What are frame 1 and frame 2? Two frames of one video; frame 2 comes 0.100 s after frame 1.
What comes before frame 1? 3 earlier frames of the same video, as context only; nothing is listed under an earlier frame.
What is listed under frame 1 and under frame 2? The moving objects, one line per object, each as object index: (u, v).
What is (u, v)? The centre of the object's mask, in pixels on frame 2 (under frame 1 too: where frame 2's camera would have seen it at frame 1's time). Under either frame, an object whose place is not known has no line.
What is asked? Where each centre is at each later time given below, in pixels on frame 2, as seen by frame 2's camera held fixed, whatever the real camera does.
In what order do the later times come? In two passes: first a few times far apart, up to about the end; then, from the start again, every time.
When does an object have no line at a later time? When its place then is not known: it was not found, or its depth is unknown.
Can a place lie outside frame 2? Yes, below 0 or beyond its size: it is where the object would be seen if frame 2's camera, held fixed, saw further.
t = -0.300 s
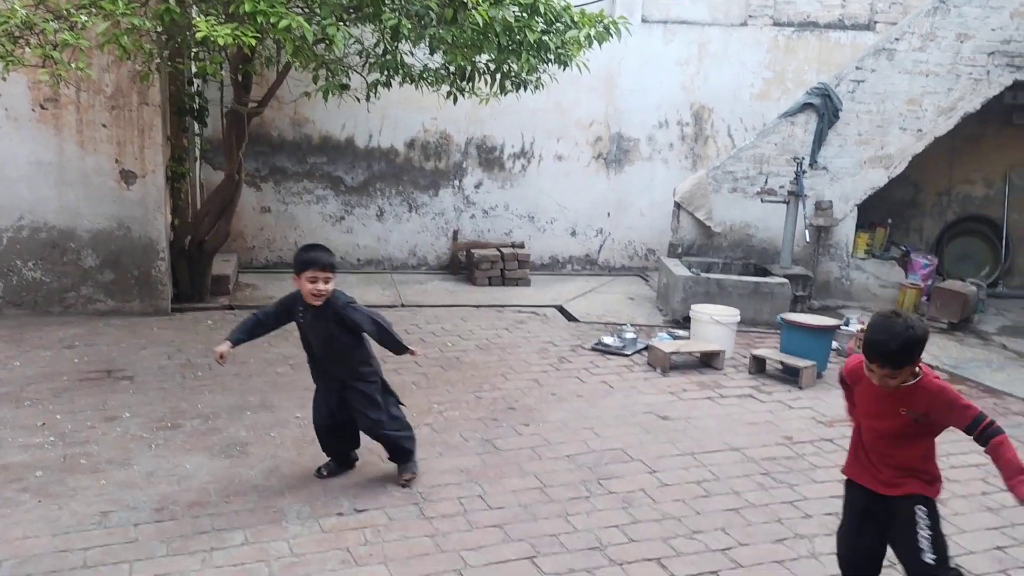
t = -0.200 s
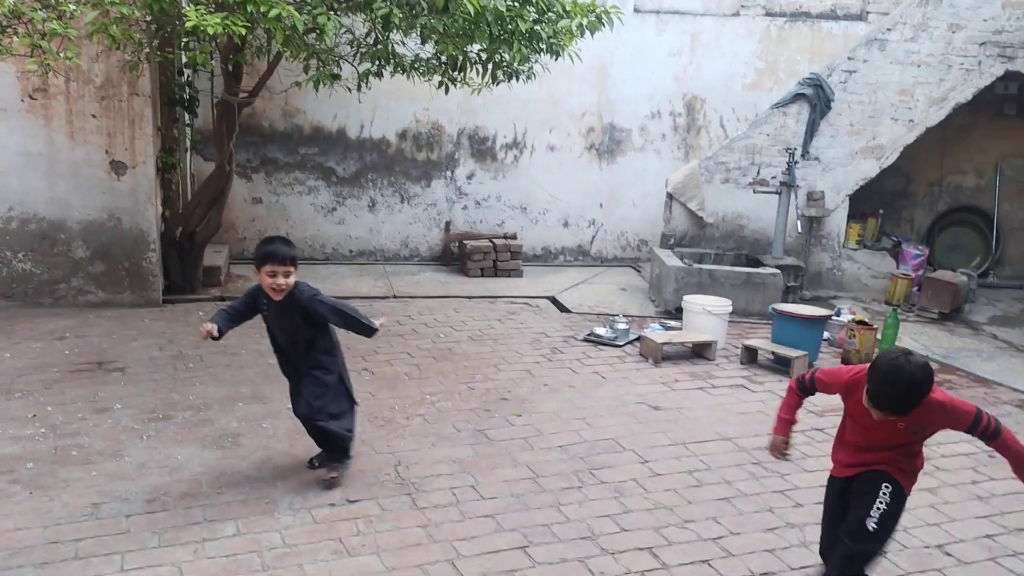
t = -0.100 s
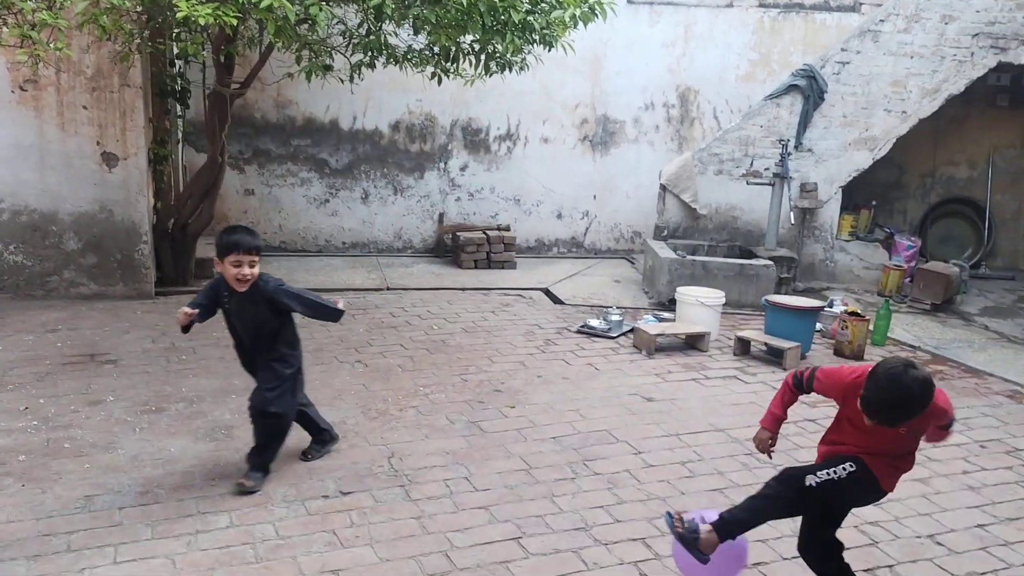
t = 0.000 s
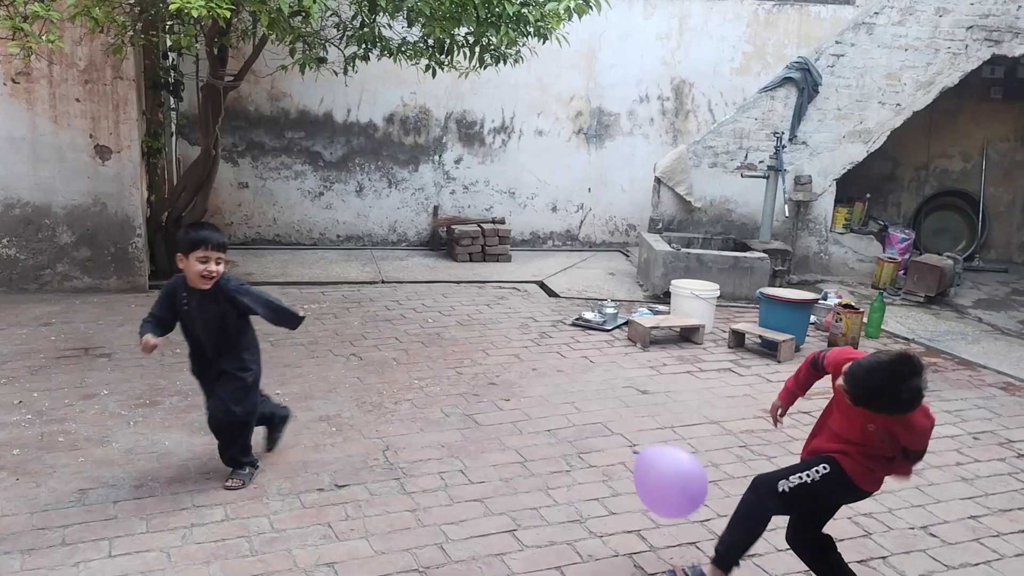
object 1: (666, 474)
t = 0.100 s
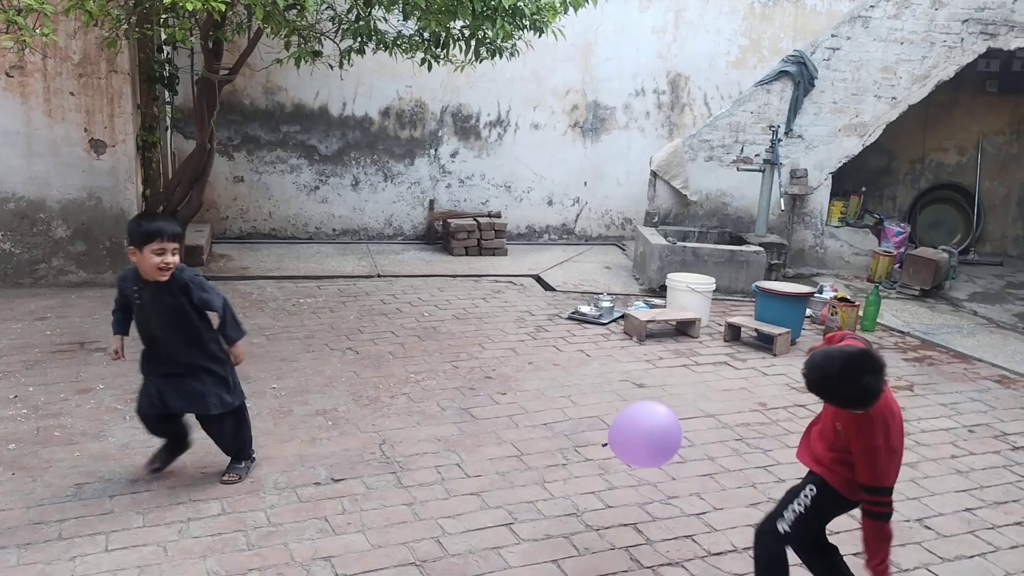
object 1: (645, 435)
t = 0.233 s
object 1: (629, 404)
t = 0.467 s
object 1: (610, 382)
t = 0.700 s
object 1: (596, 389)
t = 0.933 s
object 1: (590, 411)
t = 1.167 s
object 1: (596, 410)
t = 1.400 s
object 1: (600, 386)
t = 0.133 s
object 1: (640, 425)
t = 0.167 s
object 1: (636, 417)
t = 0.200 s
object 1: (632, 410)
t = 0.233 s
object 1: (629, 404)
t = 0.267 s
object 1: (626, 399)
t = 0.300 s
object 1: (622, 394)
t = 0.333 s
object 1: (620, 390)
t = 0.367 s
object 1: (617, 387)
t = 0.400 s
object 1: (614, 385)
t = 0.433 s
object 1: (612, 383)
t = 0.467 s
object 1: (610, 382)
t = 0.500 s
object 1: (608, 382)
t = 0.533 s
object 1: (606, 382)
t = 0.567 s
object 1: (604, 383)
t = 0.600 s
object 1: (602, 384)
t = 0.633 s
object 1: (600, 385)
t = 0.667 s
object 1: (598, 387)
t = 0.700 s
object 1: (596, 389)
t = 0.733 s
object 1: (595, 392)
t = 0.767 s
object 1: (593, 394)
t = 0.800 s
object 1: (592, 397)
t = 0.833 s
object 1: (591, 401)
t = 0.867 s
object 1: (591, 404)
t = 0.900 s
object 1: (590, 408)
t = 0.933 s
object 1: (590, 411)
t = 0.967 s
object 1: (591, 415)
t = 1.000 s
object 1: (591, 419)
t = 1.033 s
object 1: (592, 424)
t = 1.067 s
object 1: (594, 424)
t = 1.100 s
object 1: (595, 420)
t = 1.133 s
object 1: (596, 415)
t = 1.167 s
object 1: (596, 410)
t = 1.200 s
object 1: (597, 406)
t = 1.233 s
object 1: (598, 402)
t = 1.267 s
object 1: (598, 398)
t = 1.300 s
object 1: (599, 395)
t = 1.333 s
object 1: (599, 392)
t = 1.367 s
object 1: (600, 389)
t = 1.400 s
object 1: (600, 386)
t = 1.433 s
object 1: (600, 385)
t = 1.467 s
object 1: (600, 383)
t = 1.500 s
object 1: (600, 382)
